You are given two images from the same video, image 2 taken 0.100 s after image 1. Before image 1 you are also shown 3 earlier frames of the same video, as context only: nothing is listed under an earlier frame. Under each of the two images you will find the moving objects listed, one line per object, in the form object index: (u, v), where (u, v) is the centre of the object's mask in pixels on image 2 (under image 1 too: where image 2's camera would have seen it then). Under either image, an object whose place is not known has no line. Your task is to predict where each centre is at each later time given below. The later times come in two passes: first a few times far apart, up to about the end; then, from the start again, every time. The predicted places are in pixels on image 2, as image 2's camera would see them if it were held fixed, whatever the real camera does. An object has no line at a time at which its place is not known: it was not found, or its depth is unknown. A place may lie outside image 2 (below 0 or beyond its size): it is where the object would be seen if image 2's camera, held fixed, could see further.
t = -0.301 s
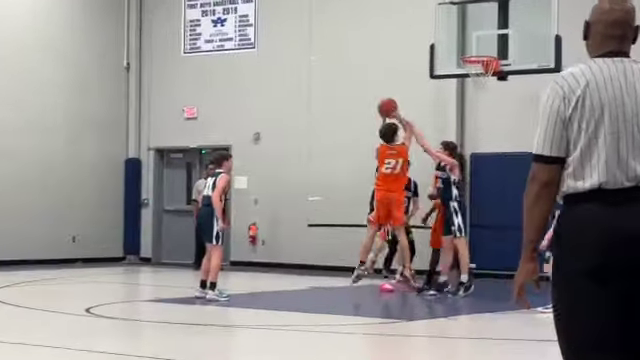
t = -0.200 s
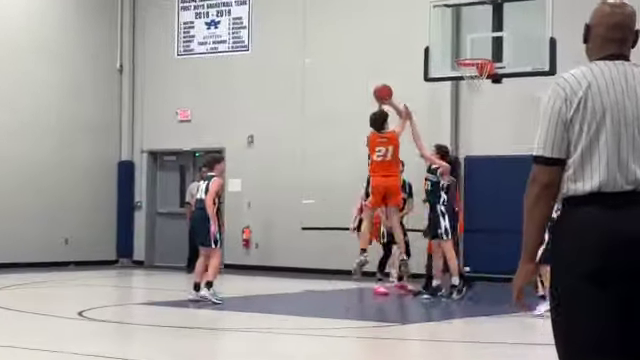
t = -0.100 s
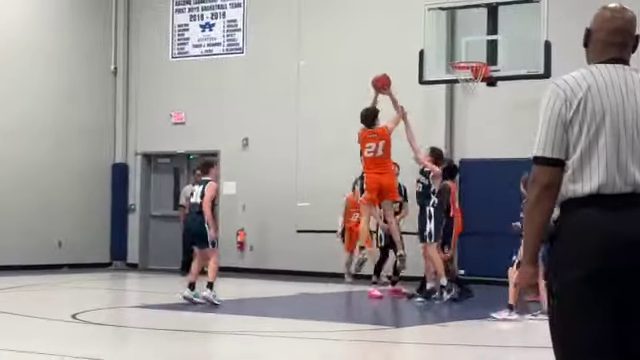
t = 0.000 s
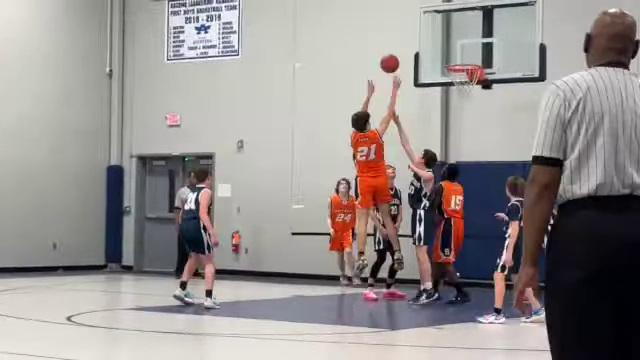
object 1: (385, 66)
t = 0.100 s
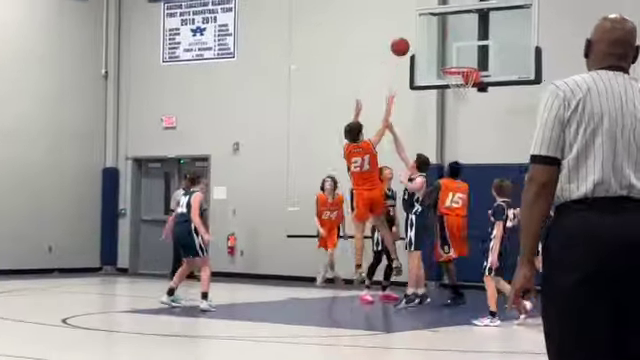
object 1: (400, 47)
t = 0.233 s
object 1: (419, 34)
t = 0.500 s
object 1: (455, 48)
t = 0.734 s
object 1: (457, 71)
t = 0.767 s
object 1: (452, 74)
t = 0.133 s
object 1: (405, 42)
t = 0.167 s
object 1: (409, 38)
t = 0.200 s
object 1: (414, 35)
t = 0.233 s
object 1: (419, 34)
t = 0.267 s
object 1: (423, 32)
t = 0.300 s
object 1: (428, 32)
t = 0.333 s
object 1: (433, 33)
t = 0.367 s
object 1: (437, 34)
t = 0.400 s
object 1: (442, 36)
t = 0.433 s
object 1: (447, 39)
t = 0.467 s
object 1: (451, 42)
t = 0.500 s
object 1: (455, 48)
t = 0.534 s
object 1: (459, 53)
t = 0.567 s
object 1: (464, 59)
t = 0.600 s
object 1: (467, 63)
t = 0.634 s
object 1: (464, 64)
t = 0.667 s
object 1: (462, 67)
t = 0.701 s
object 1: (458, 70)
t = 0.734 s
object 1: (457, 71)
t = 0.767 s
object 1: (452, 74)
